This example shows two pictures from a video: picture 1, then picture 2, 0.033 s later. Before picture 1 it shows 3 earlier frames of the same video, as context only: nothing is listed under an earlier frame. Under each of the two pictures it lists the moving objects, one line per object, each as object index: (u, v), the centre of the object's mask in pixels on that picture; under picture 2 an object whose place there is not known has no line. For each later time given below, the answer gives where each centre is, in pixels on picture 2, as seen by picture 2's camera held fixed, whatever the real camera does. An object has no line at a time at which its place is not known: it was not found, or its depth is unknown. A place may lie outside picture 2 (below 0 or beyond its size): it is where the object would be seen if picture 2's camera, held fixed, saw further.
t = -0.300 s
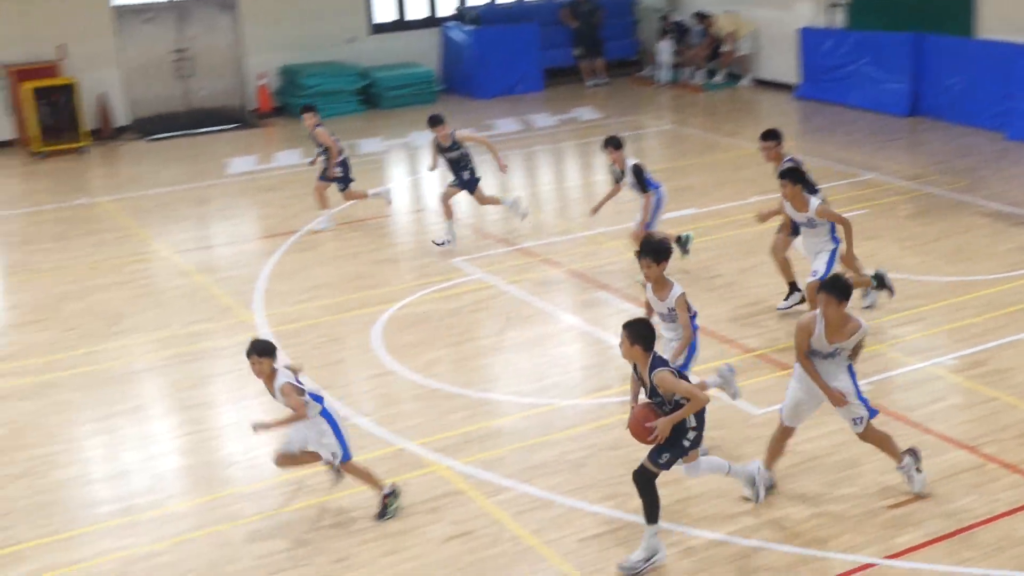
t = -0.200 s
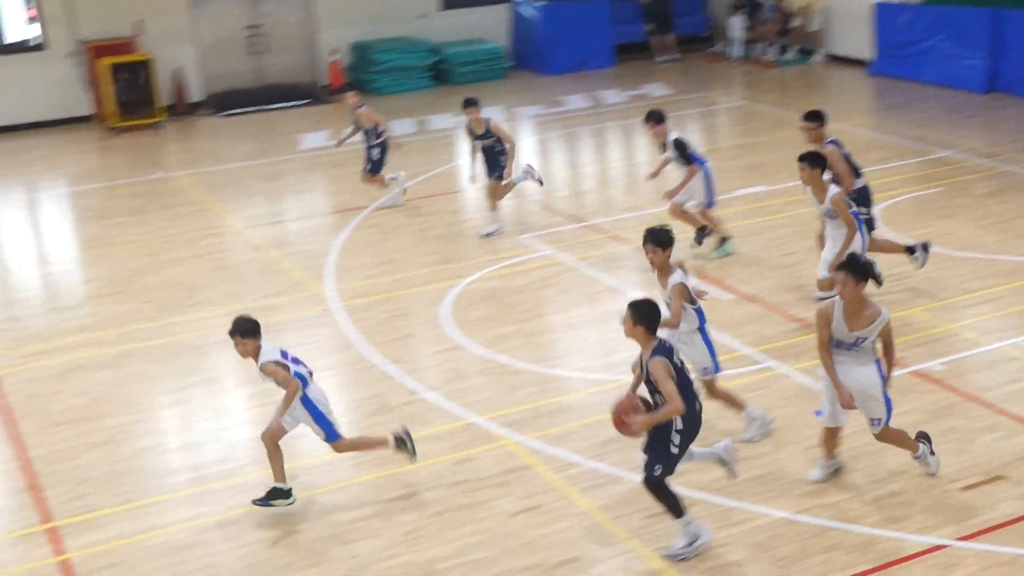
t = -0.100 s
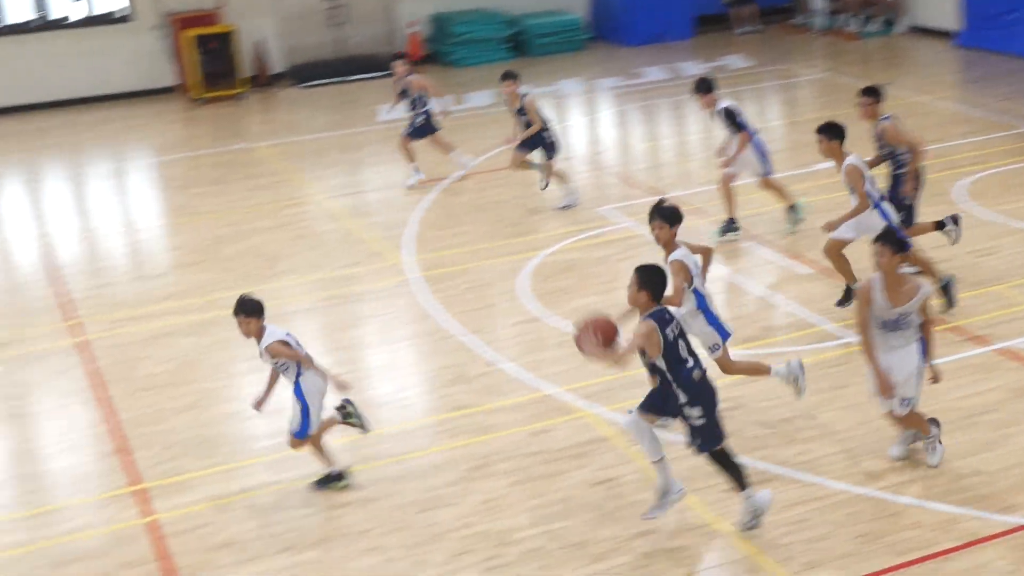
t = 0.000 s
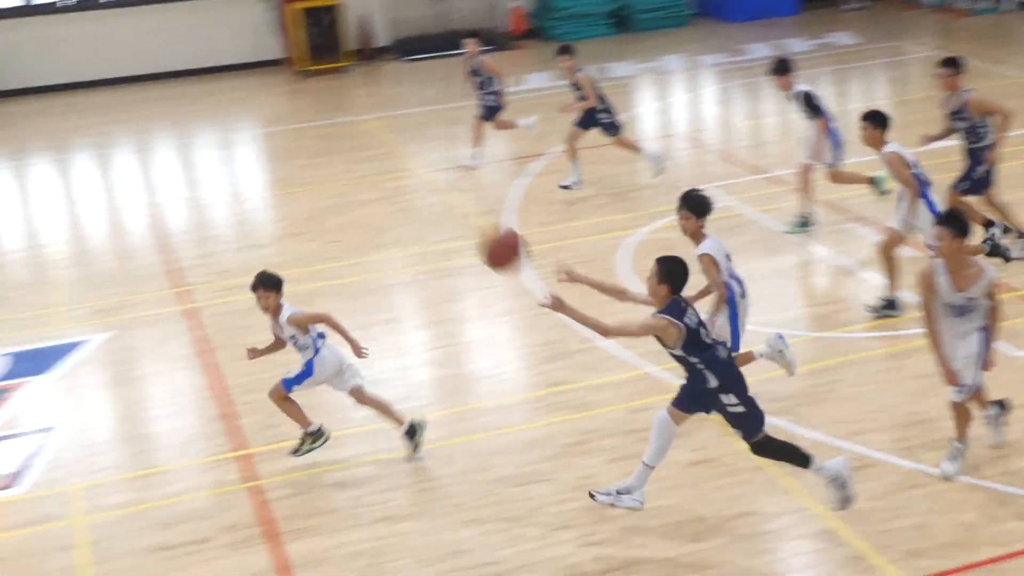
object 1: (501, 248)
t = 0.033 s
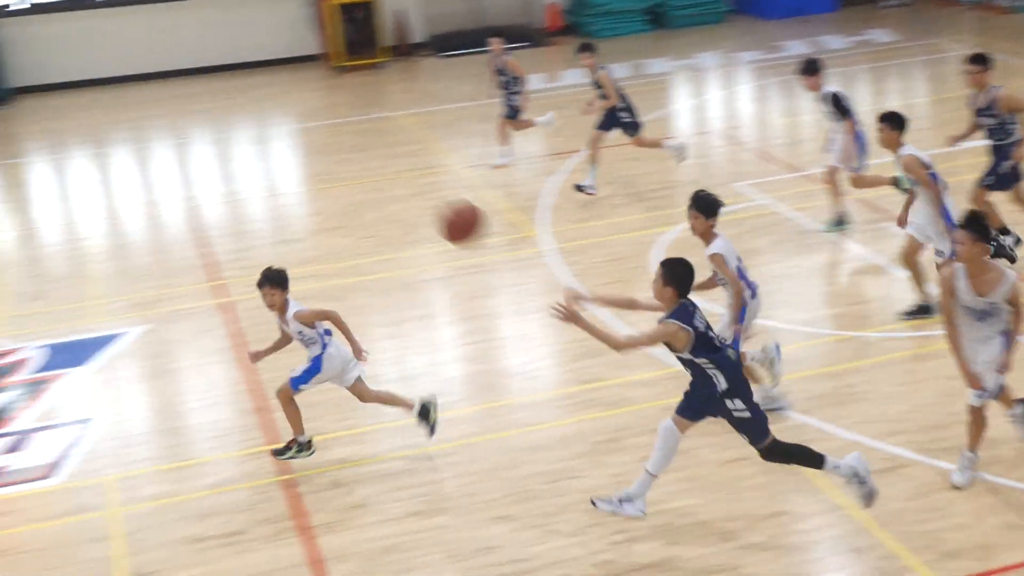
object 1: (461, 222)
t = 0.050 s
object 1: (423, 212)
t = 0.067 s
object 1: (386, 201)
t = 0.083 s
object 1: (347, 191)
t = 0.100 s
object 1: (311, 180)
